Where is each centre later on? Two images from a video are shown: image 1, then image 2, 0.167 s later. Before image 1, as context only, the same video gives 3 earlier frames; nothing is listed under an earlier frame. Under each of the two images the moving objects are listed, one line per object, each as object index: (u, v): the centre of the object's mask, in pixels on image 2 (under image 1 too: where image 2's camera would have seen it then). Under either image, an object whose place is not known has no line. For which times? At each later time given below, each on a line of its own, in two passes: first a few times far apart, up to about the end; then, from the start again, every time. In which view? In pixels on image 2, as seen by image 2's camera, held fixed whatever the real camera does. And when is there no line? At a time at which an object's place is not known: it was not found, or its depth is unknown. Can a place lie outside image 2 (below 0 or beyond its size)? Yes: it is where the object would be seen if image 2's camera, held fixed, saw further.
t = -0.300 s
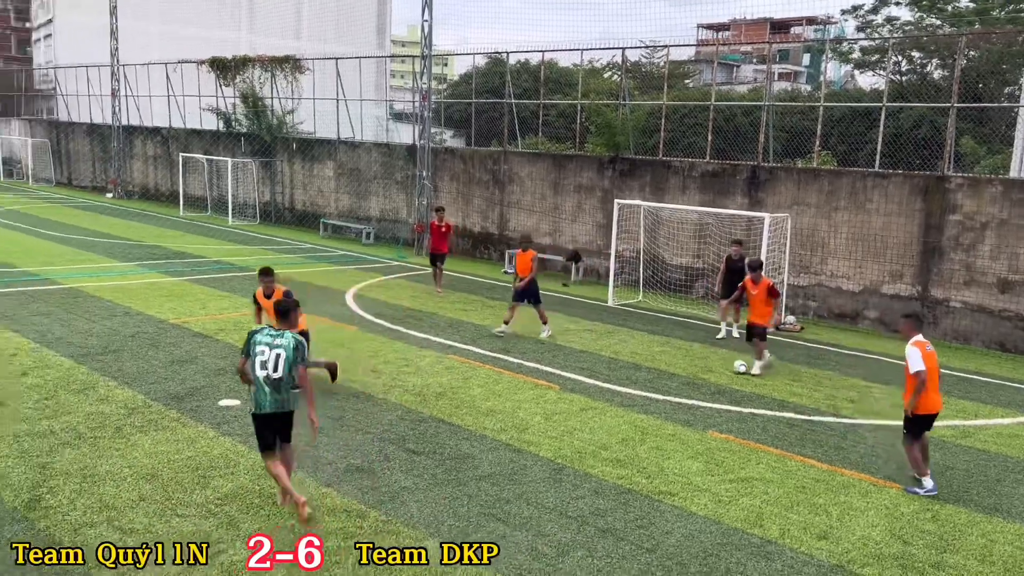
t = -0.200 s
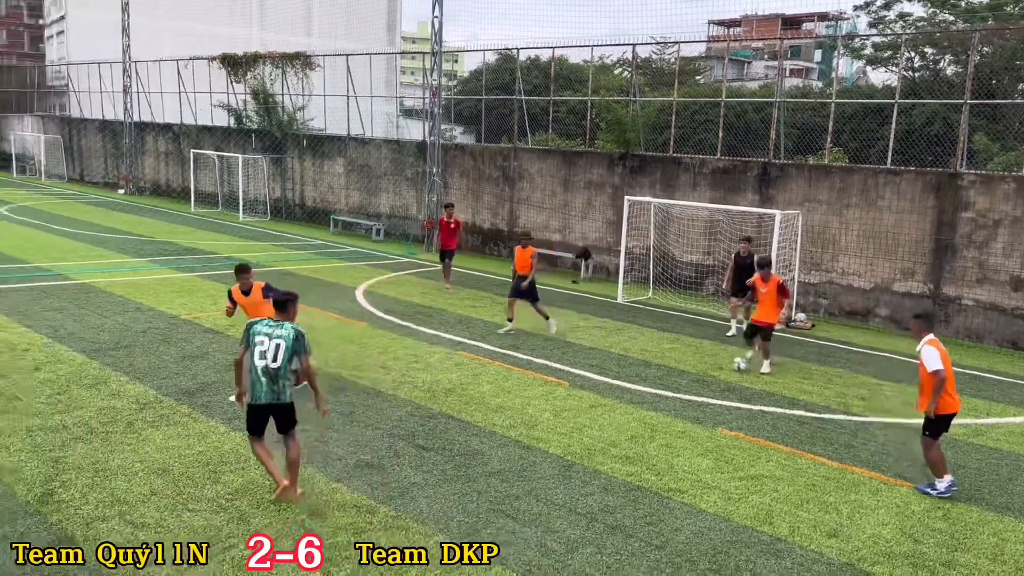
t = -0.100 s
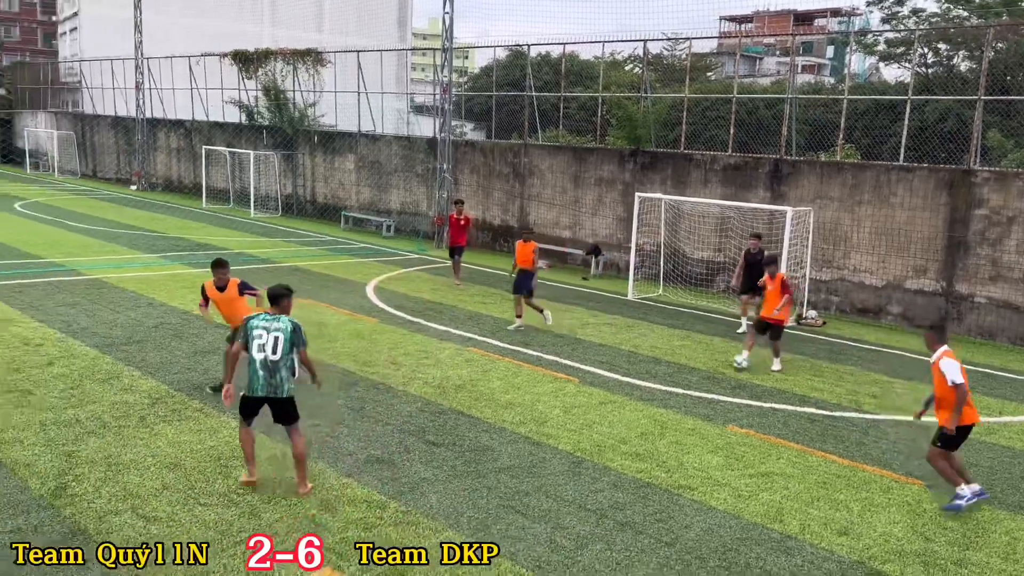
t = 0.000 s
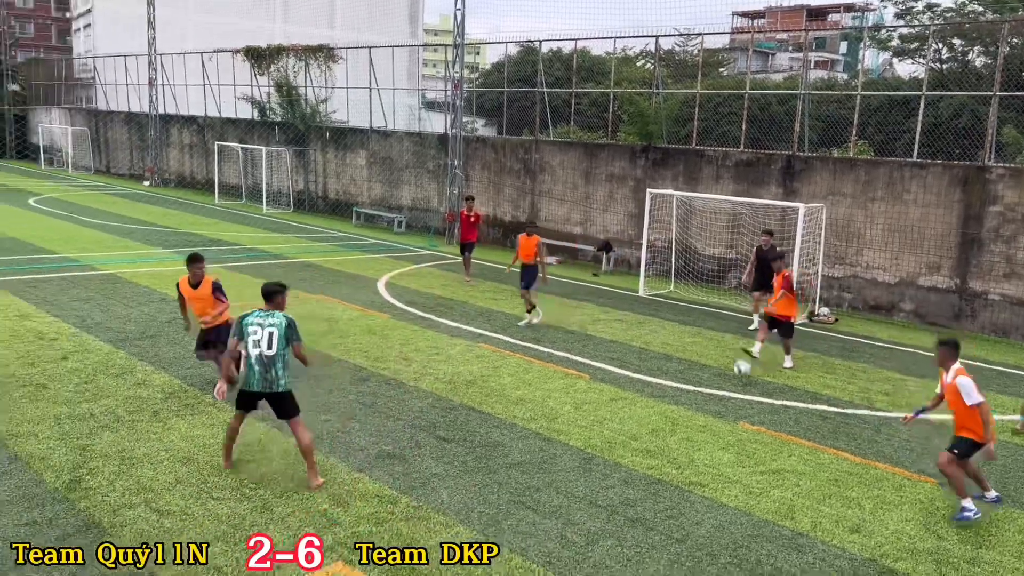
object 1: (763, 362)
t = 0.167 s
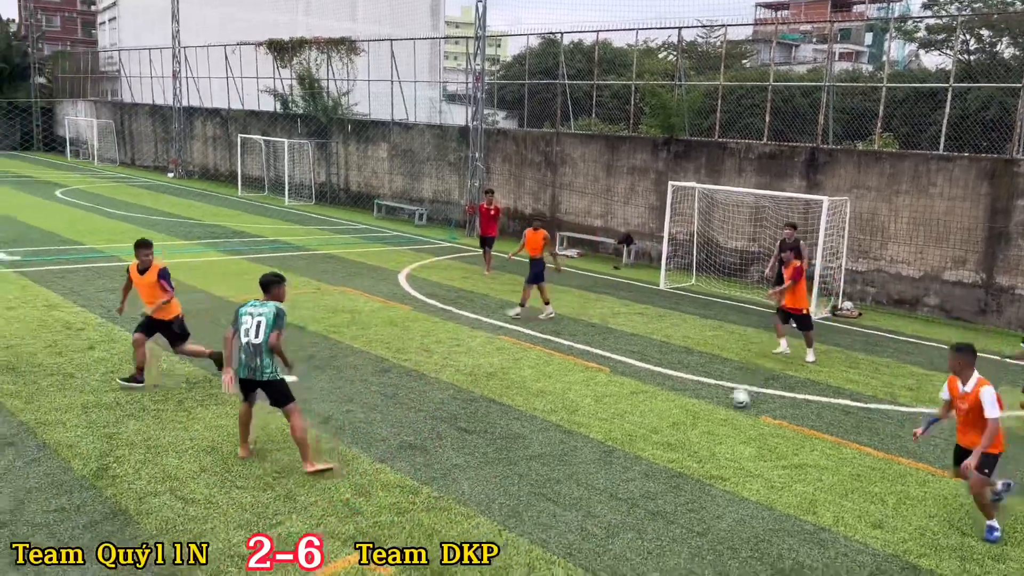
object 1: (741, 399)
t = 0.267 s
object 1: (727, 410)
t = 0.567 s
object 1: (679, 470)
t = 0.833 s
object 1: (624, 537)
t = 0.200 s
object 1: (736, 402)
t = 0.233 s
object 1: (732, 404)
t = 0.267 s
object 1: (727, 410)
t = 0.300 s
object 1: (723, 415)
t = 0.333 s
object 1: (717, 422)
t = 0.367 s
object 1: (713, 432)
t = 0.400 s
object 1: (708, 440)
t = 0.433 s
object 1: (702, 444)
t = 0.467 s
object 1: (697, 450)
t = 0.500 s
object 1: (691, 456)
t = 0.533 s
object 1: (686, 465)
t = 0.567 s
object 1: (679, 470)
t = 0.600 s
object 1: (673, 477)
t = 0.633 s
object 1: (667, 486)
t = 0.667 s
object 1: (660, 493)
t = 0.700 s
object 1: (653, 501)
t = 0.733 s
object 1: (646, 509)
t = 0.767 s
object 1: (639, 519)
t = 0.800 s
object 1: (632, 527)
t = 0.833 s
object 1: (624, 537)
